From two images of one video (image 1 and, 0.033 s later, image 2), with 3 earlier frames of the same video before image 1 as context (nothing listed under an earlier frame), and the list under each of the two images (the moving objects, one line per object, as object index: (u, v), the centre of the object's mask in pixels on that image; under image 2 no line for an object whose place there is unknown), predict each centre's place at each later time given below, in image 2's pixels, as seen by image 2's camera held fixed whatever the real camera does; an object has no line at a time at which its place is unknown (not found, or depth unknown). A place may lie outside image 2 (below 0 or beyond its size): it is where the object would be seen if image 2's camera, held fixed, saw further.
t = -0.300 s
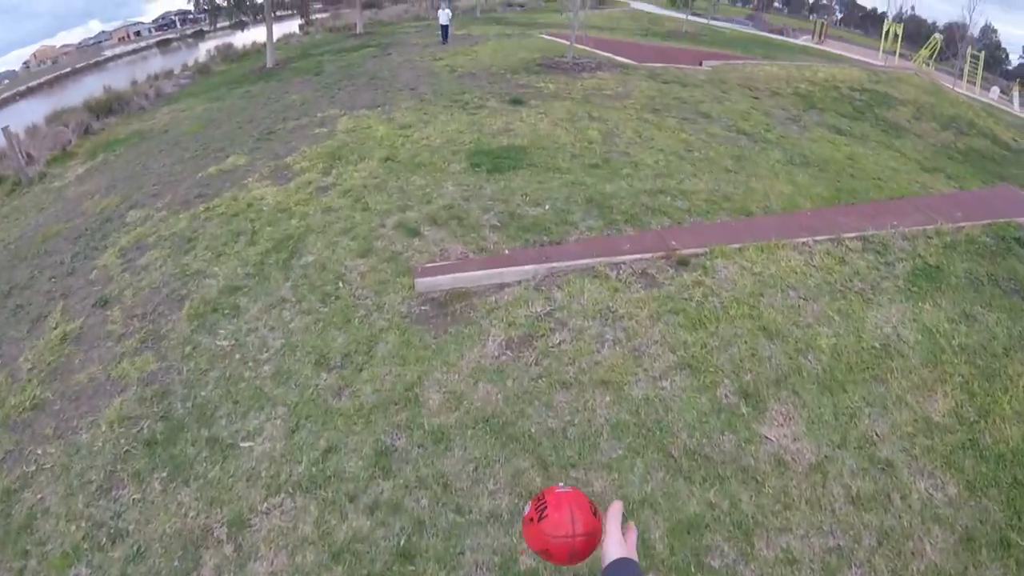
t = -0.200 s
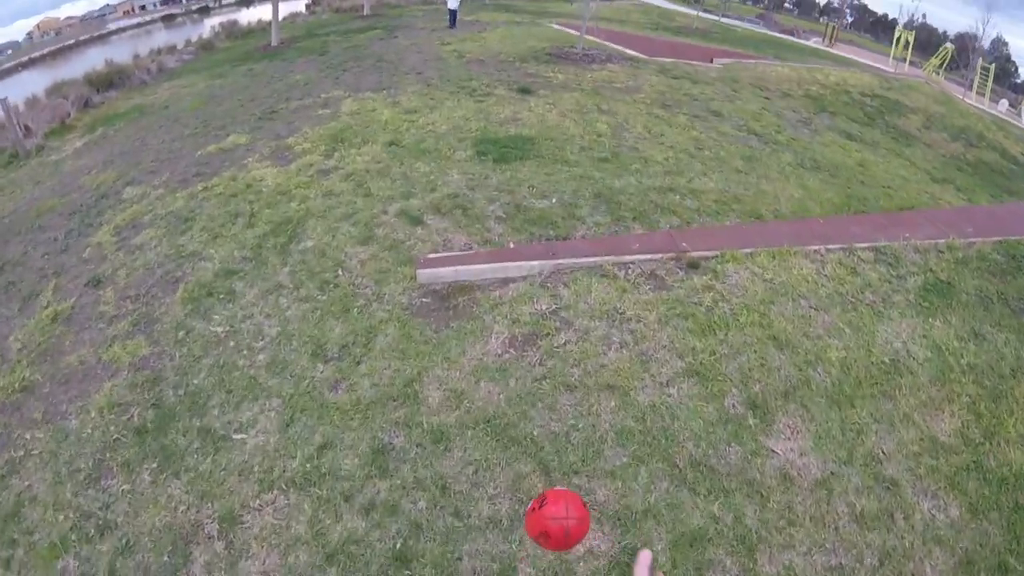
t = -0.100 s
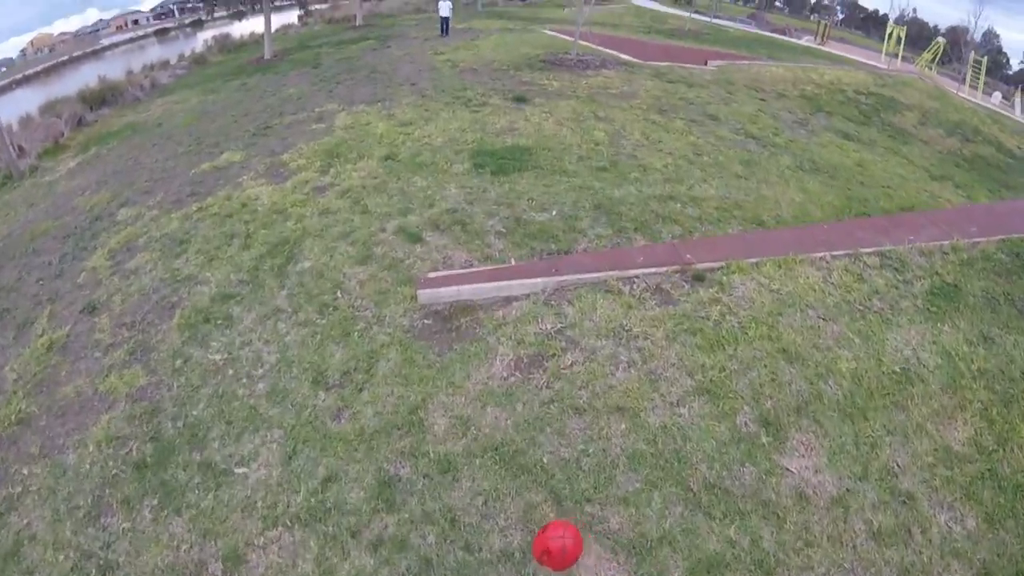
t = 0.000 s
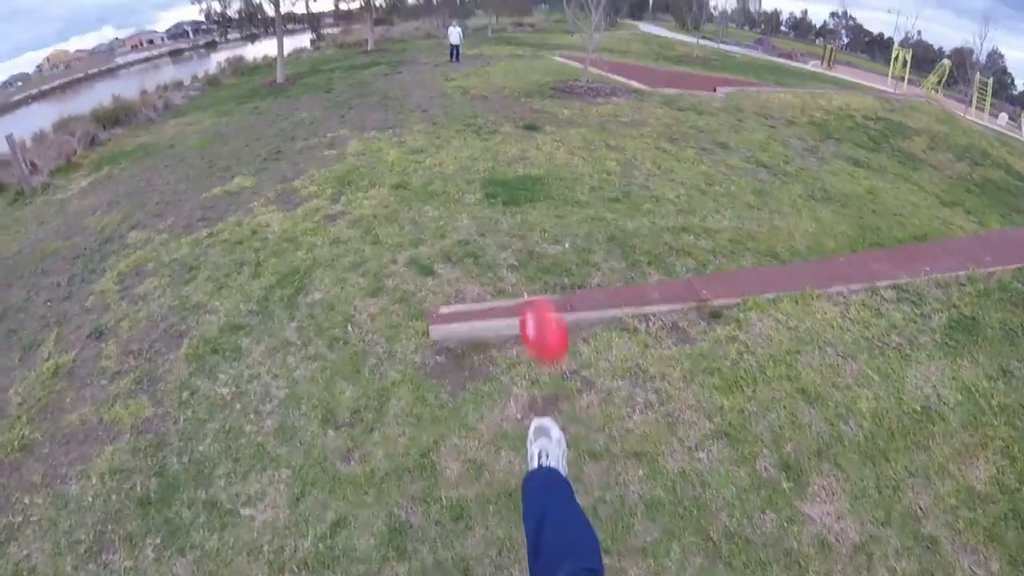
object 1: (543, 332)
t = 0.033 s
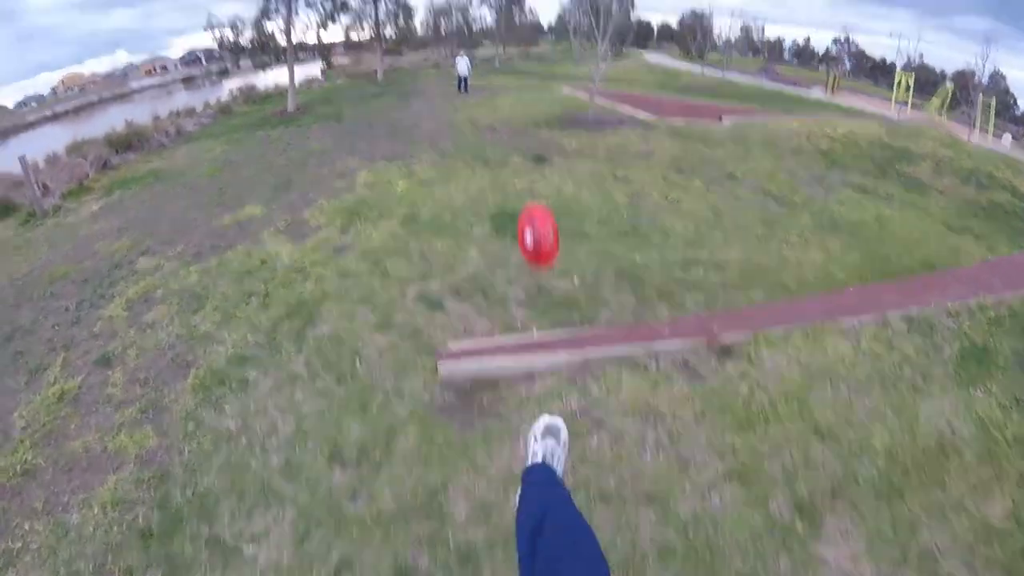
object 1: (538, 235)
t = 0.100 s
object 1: (525, 103)
